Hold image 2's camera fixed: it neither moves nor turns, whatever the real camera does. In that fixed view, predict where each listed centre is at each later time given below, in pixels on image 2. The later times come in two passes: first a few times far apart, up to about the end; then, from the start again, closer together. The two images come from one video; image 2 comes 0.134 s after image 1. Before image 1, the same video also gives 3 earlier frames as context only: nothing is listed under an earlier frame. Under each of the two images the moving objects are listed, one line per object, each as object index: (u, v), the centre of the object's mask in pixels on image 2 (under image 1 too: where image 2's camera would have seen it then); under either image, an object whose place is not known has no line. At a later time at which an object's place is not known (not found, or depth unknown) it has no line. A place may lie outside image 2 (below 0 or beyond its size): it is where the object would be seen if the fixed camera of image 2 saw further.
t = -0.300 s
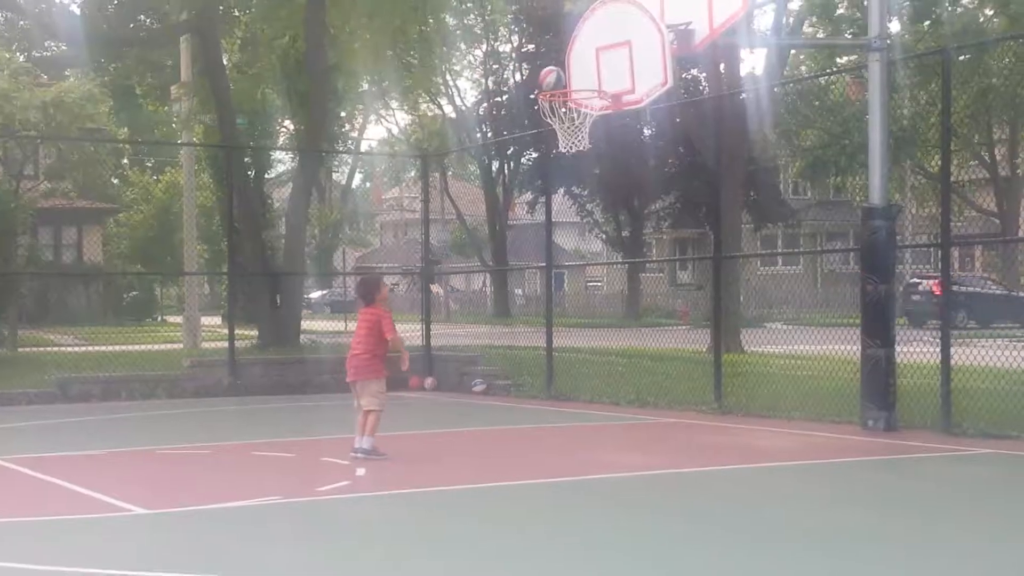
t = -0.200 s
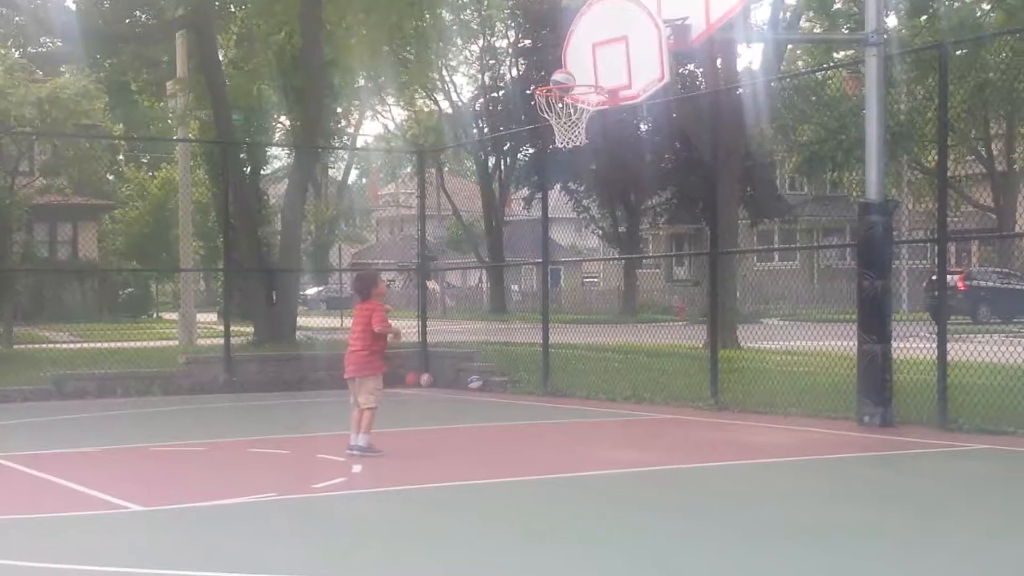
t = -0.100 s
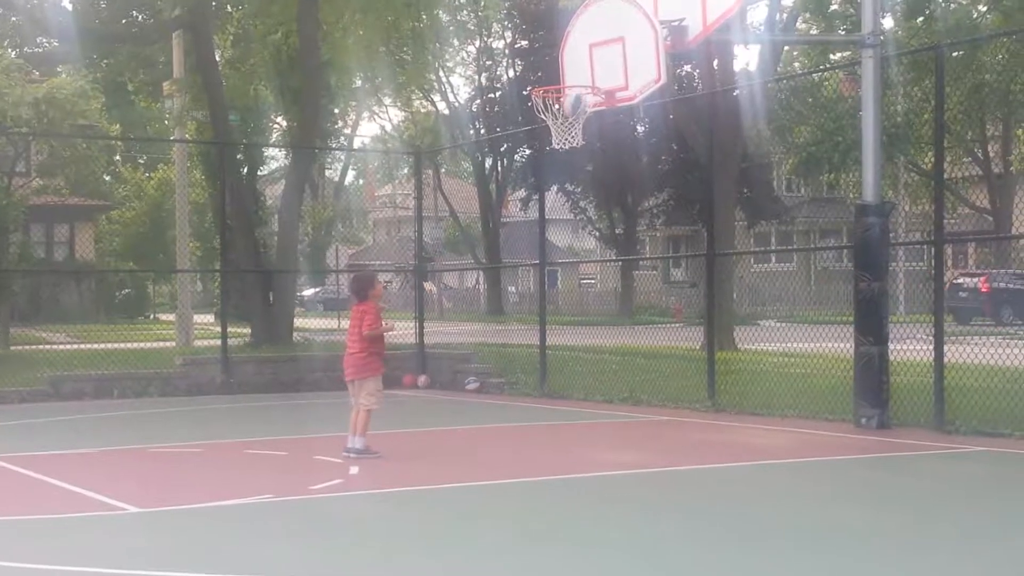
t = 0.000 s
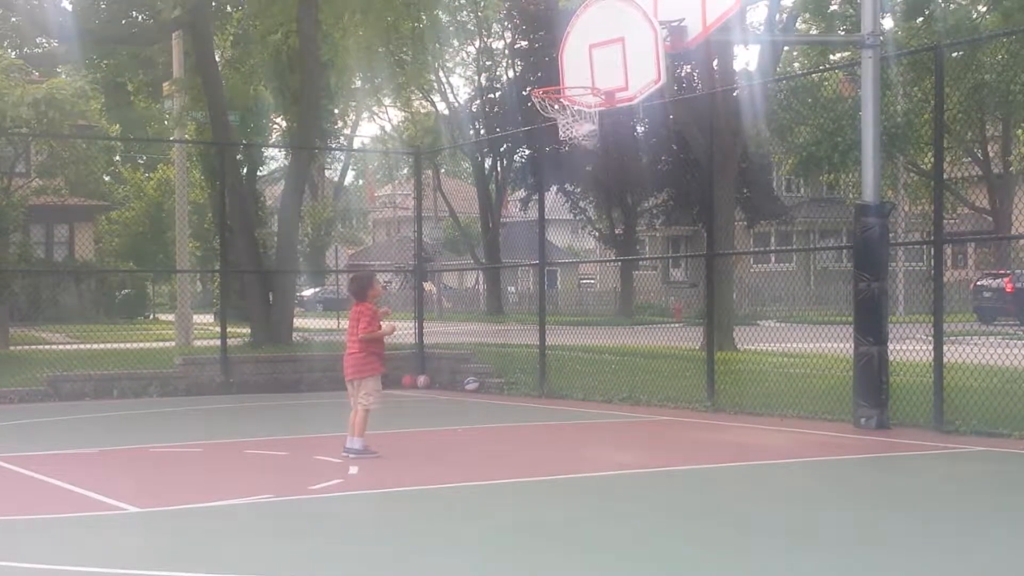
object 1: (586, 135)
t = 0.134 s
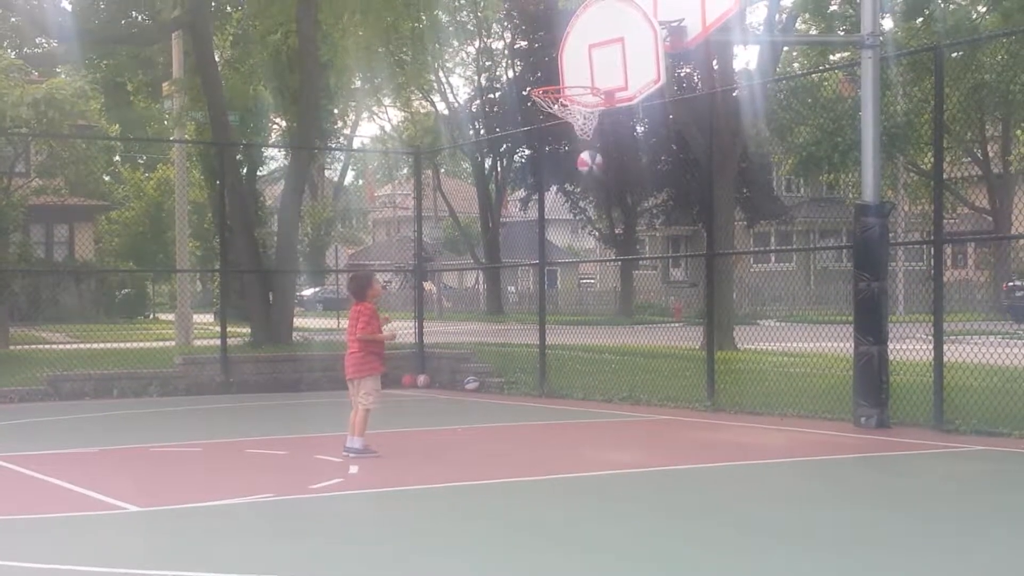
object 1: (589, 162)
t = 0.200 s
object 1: (591, 185)
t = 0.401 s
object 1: (598, 291)
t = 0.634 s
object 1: (599, 396)
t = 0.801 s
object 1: (594, 318)
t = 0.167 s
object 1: (590, 173)
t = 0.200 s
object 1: (591, 185)
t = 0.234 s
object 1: (592, 199)
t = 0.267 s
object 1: (593, 215)
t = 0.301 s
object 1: (595, 231)
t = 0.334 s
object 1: (597, 250)
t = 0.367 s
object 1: (598, 270)
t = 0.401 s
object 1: (598, 291)
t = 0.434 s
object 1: (599, 313)
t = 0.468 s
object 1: (600, 338)
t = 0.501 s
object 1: (601, 364)
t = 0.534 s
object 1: (601, 389)
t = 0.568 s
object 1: (603, 422)
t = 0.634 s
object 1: (599, 396)
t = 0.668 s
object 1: (599, 377)
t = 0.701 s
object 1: (599, 362)
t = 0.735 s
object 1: (597, 347)
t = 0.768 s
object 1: (596, 332)
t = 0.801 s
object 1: (594, 318)
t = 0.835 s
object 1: (593, 306)
